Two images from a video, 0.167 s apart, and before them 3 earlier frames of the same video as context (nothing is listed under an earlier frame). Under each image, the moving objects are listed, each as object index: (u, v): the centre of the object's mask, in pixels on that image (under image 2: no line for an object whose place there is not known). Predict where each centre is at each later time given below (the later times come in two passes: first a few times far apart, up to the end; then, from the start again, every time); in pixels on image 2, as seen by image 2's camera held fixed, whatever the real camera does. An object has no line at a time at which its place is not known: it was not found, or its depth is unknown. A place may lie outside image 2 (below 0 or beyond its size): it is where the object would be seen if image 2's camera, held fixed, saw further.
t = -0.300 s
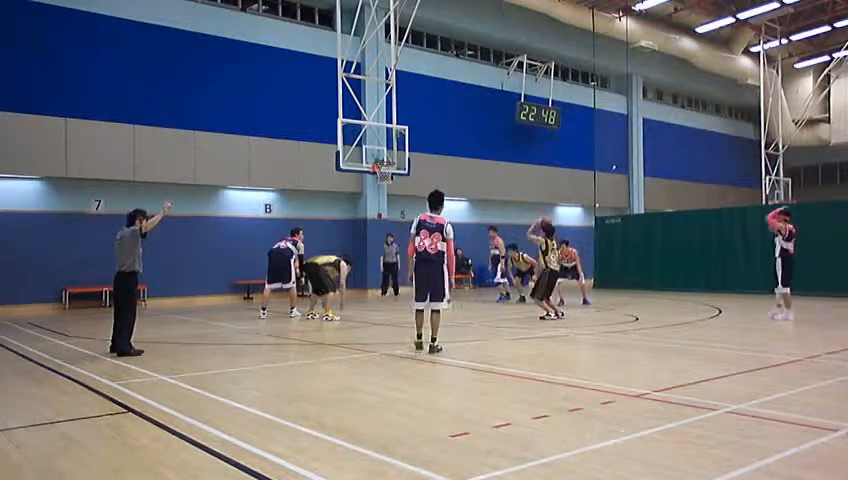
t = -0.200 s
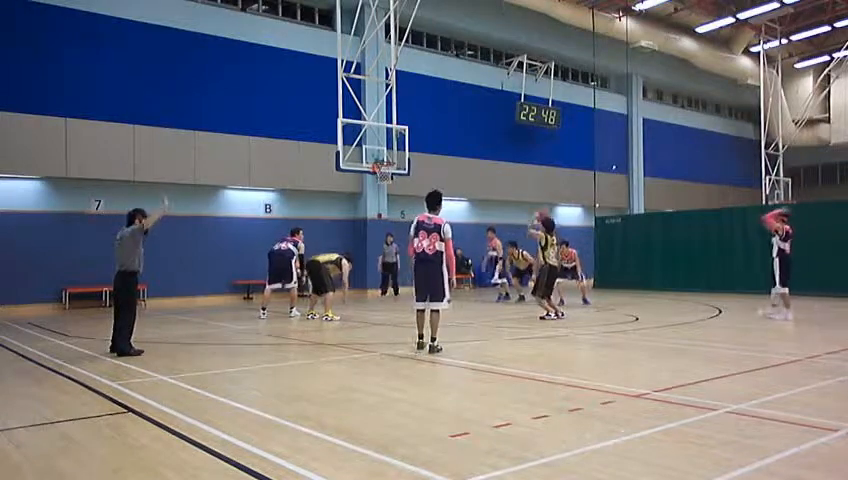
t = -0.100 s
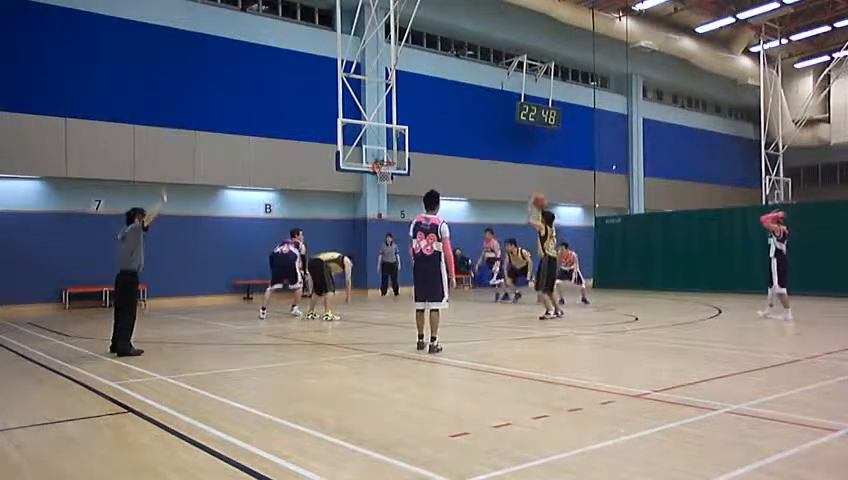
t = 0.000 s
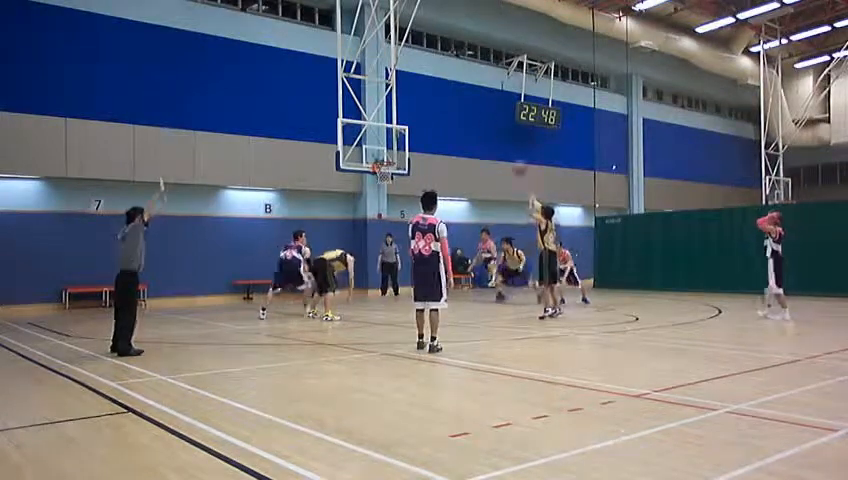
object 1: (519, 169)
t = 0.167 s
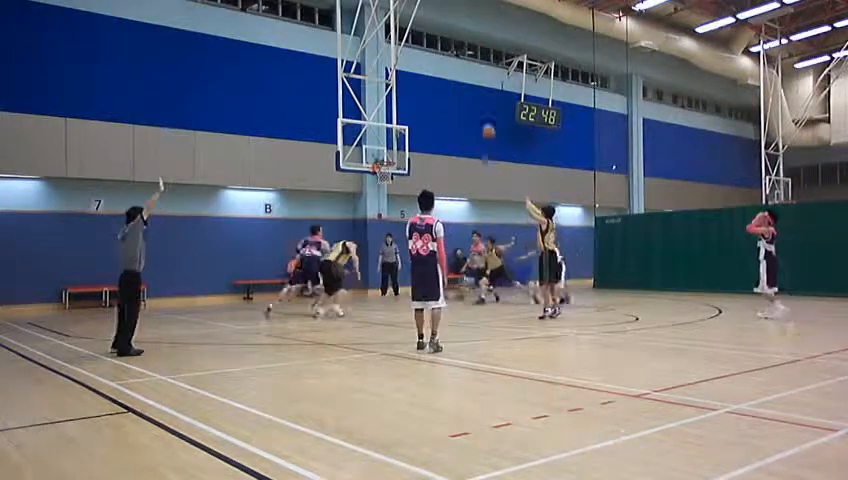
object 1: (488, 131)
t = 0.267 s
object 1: (470, 118)
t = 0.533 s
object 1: (428, 110)
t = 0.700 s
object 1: (405, 121)
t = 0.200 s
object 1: (482, 124)
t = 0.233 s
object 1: (476, 121)
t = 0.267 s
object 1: (470, 118)
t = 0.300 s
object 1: (465, 115)
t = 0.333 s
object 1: (459, 113)
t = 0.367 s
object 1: (454, 111)
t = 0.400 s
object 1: (448, 110)
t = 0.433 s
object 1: (443, 109)
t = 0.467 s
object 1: (438, 108)
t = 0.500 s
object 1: (433, 109)
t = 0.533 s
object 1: (428, 110)
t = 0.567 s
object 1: (423, 111)
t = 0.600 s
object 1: (420, 113)
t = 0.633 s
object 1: (414, 115)
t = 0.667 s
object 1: (410, 118)
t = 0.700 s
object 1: (405, 121)
